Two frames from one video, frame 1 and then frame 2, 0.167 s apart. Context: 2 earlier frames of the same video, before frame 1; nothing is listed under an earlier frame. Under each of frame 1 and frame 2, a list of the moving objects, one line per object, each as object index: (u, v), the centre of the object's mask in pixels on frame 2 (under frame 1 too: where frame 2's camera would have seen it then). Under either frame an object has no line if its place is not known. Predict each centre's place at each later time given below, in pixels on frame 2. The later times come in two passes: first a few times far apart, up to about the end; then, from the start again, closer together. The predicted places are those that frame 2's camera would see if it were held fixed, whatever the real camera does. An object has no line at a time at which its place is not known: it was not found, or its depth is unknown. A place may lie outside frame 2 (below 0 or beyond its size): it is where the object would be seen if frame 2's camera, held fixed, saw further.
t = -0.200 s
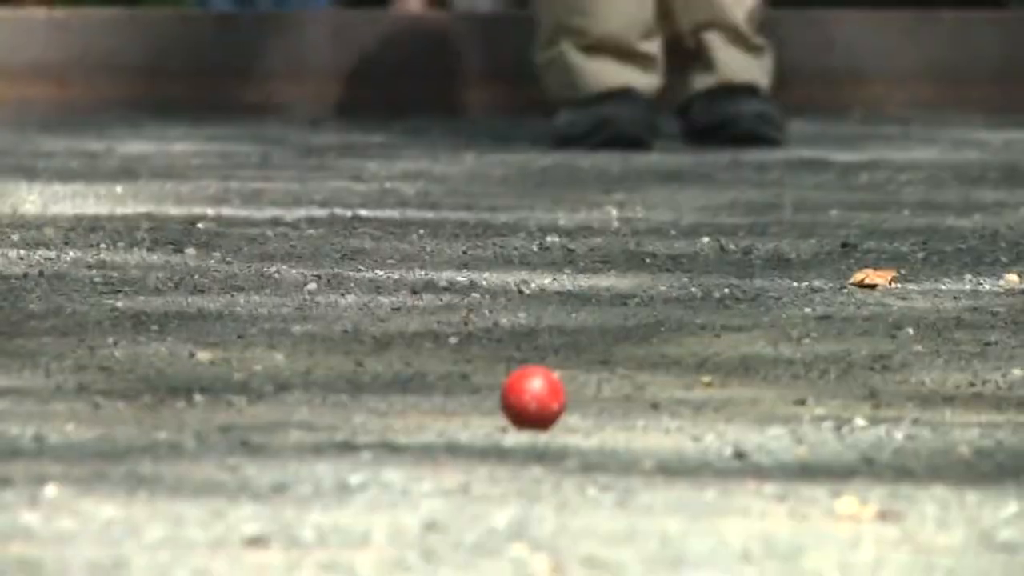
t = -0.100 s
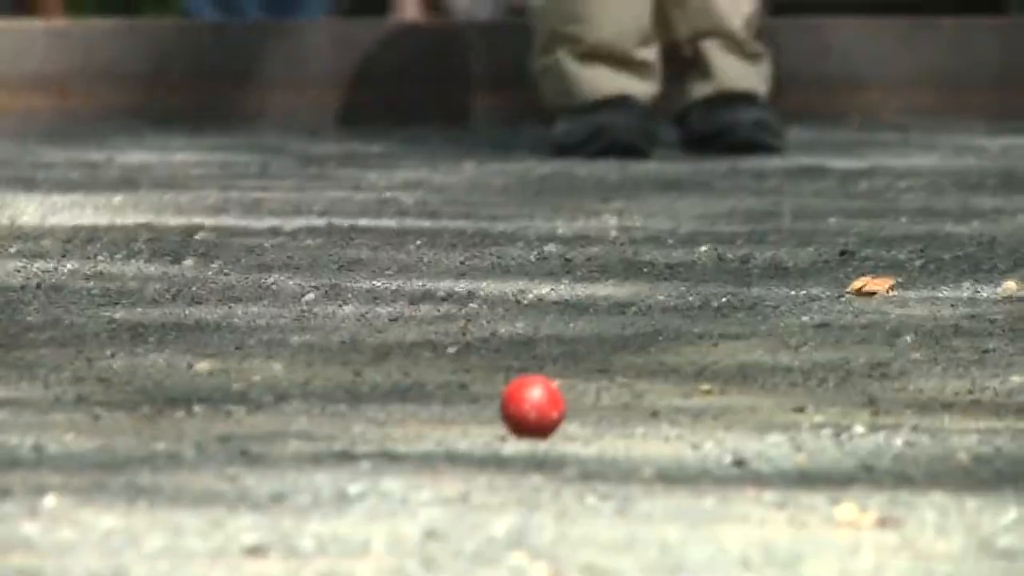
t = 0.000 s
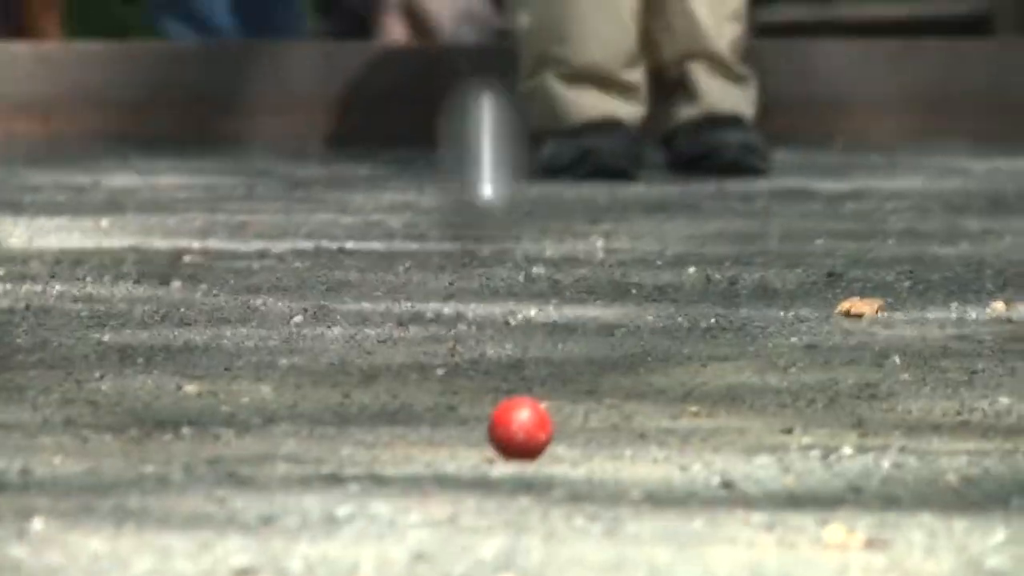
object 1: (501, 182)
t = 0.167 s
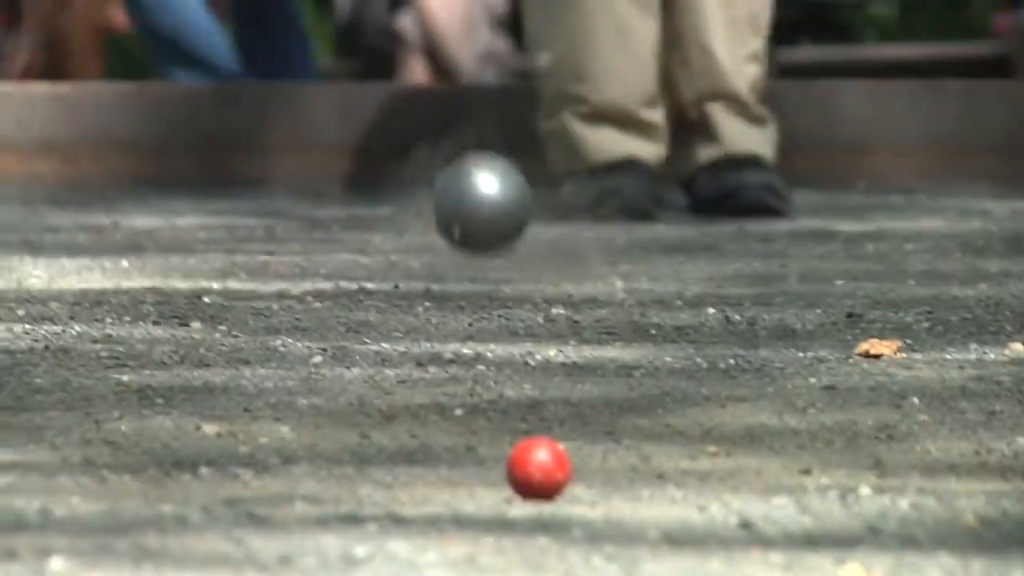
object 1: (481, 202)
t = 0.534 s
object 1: (437, 260)
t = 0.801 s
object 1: (421, 285)
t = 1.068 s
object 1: (419, 293)
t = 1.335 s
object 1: (413, 320)
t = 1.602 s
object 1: (392, 340)
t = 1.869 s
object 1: (404, 362)
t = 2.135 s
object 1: (389, 379)
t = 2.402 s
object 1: (378, 391)
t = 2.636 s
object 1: (383, 396)
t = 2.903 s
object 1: (415, 405)
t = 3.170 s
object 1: (459, 414)
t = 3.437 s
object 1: (477, 412)
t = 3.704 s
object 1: (497, 411)
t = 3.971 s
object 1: (492, 413)
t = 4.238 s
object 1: (492, 413)
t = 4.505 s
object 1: (492, 413)
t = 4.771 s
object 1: (492, 413)
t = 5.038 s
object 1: (492, 413)
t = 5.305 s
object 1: (491, 413)
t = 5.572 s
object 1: (492, 412)
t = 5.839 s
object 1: (492, 413)
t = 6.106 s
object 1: (492, 413)
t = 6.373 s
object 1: (492, 413)
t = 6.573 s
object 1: (492, 413)
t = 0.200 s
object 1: (476, 244)
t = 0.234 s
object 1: (470, 250)
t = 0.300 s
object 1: (466, 250)
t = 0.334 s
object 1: (462, 252)
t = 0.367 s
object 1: (459, 246)
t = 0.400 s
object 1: (455, 242)
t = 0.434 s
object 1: (452, 243)
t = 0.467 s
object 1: (447, 256)
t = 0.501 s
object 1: (442, 257)
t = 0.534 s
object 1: (437, 260)
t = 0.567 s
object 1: (434, 264)
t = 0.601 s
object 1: (430, 268)
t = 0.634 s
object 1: (426, 271)
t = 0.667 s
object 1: (425, 272)
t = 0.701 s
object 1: (424, 276)
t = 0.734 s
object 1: (423, 280)
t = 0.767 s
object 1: (422, 283)
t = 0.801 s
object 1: (421, 285)
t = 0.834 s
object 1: (422, 284)
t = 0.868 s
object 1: (423, 291)
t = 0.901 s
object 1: (423, 292)
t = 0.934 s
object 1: (423, 293)
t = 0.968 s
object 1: (423, 296)
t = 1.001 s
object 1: (421, 297)
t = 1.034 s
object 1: (419, 292)
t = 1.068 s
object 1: (419, 293)
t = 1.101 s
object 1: (419, 294)
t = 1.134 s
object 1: (419, 296)
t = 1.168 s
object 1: (417, 309)
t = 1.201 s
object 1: (415, 311)
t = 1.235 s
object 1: (415, 312)
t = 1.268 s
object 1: (414, 314)
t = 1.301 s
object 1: (414, 320)
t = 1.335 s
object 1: (413, 320)
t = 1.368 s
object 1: (409, 324)
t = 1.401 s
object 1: (405, 324)
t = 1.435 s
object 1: (401, 327)
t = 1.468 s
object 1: (396, 331)
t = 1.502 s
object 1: (393, 335)
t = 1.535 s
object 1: (392, 336)
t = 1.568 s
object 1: (392, 337)
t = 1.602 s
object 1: (392, 340)
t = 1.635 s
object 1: (392, 347)
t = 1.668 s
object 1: (394, 349)
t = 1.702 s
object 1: (400, 355)
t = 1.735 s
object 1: (402, 356)
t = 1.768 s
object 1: (402, 359)
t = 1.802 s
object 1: (403, 361)
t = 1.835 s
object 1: (404, 362)
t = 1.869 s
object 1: (404, 362)
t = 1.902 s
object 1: (404, 366)
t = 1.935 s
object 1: (403, 371)
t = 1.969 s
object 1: (403, 372)
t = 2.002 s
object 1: (403, 373)
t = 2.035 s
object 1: (401, 374)
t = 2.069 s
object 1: (398, 375)
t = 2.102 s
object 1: (394, 378)
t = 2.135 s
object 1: (389, 379)
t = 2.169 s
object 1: (382, 382)
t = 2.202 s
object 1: (378, 384)
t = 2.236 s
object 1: (377, 385)
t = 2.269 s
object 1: (376, 386)
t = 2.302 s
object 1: (376, 387)
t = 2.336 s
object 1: (377, 390)
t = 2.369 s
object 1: (377, 391)
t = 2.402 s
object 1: (378, 391)
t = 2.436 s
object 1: (378, 391)
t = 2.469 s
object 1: (379, 392)
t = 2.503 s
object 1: (379, 394)
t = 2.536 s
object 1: (380, 395)
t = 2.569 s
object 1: (381, 393)
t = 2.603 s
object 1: (382, 393)
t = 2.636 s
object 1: (383, 396)
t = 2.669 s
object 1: (384, 399)
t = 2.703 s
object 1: (387, 401)
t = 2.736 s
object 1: (389, 401)
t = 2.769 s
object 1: (391, 401)
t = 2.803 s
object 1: (394, 401)
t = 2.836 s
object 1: (400, 403)
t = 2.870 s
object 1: (408, 405)
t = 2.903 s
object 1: (415, 405)
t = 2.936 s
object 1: (419, 407)
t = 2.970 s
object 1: (426, 410)
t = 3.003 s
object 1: (433, 412)
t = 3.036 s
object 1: (441, 413)
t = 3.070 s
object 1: (446, 413)
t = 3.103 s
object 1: (450, 413)
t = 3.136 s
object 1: (455, 414)
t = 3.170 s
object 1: (459, 414)
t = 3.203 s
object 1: (463, 414)
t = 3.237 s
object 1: (465, 414)
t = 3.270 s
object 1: (466, 414)
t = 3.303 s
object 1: (469, 414)
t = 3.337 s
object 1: (471, 414)
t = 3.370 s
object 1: (473, 413)
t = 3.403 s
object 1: (475, 412)
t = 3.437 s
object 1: (477, 412)
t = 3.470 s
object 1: (479, 412)
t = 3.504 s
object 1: (482, 412)
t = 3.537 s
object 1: (485, 412)
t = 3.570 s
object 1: (487, 412)
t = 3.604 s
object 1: (490, 412)
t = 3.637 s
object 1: (493, 412)
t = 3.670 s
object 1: (496, 411)
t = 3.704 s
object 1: (497, 411)
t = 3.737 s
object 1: (496, 412)
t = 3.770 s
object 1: (494, 412)
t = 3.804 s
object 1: (493, 412)
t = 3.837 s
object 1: (492, 413)
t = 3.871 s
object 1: (492, 413)
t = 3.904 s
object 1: (492, 413)
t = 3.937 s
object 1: (492, 413)
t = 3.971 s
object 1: (492, 413)
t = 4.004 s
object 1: (492, 413)
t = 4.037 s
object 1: (492, 413)
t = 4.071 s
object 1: (491, 413)
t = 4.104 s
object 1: (491, 413)
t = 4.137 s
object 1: (491, 413)
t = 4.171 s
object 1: (491, 413)
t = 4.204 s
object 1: (491, 413)
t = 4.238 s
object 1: (492, 413)
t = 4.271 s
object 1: (491, 413)
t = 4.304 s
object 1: (492, 413)
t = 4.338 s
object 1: (492, 413)
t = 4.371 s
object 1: (492, 413)
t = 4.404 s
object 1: (493, 413)
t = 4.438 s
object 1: (491, 413)
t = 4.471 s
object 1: (492, 413)
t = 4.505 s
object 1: (492, 413)
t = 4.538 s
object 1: (492, 413)
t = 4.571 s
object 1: (492, 413)
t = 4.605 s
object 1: (492, 413)
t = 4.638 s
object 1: (492, 413)
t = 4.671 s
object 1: (492, 413)
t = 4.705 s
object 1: (492, 413)
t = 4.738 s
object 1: (492, 413)
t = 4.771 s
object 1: (492, 413)
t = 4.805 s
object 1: (492, 413)
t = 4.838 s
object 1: (492, 413)
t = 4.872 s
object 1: (492, 413)
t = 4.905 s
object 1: (492, 413)
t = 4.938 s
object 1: (492, 413)
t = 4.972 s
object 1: (491, 413)
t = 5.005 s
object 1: (492, 413)
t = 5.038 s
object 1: (492, 413)
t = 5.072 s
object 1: (492, 413)
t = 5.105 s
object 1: (491, 413)
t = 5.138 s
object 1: (491, 413)
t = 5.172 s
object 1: (491, 413)
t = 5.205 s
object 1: (492, 413)
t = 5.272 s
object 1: (491, 413)
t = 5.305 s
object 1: (491, 413)
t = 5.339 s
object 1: (492, 413)
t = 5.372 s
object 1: (492, 413)
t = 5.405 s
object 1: (491, 413)
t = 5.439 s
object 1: (491, 412)
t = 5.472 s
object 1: (491, 412)
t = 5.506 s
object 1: (491, 412)
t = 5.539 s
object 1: (492, 412)
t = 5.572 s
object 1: (492, 412)
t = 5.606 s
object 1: (492, 412)
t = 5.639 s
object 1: (492, 412)
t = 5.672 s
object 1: (492, 413)
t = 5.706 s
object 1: (492, 413)
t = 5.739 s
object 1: (492, 413)
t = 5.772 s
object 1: (492, 413)
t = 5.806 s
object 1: (492, 413)
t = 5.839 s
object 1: (492, 413)
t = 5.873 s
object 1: (492, 413)
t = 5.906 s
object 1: (492, 413)
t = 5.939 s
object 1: (492, 413)
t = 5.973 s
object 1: (492, 413)
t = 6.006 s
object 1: (492, 413)
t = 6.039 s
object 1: (492, 413)
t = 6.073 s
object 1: (492, 413)
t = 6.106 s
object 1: (492, 413)
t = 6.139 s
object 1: (492, 413)
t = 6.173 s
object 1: (492, 413)
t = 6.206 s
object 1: (492, 413)
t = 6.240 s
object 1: (492, 413)
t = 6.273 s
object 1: (492, 413)
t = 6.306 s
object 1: (492, 413)
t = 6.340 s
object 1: (492, 413)
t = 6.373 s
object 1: (492, 413)
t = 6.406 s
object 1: (492, 413)
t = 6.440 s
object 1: (492, 413)
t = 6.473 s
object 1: (492, 413)
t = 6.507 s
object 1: (492, 413)
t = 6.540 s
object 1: (492, 413)
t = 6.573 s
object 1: (492, 413)
